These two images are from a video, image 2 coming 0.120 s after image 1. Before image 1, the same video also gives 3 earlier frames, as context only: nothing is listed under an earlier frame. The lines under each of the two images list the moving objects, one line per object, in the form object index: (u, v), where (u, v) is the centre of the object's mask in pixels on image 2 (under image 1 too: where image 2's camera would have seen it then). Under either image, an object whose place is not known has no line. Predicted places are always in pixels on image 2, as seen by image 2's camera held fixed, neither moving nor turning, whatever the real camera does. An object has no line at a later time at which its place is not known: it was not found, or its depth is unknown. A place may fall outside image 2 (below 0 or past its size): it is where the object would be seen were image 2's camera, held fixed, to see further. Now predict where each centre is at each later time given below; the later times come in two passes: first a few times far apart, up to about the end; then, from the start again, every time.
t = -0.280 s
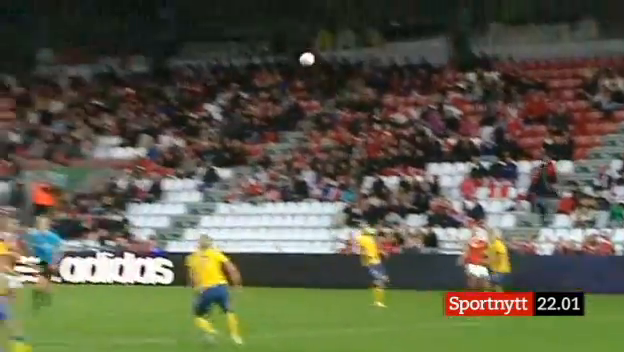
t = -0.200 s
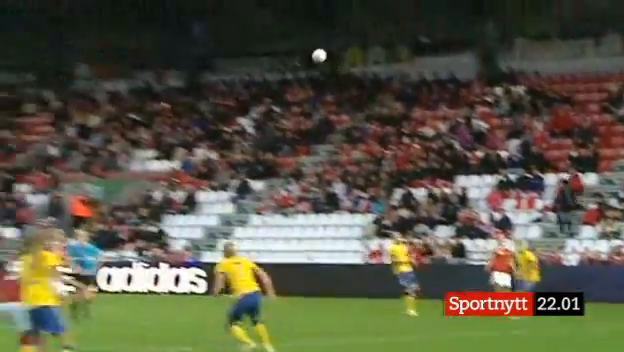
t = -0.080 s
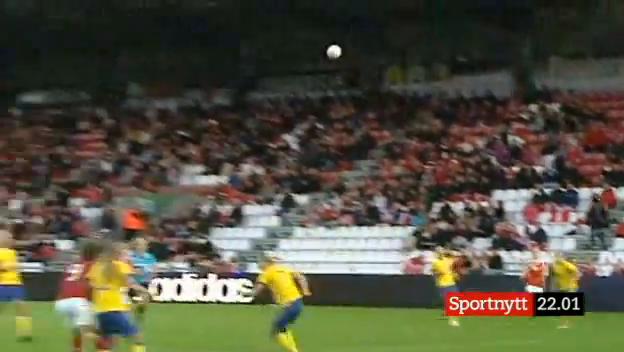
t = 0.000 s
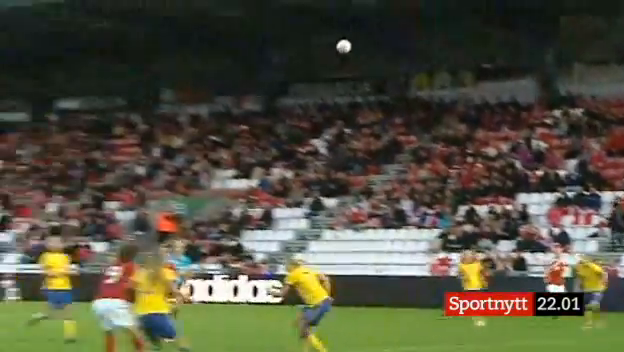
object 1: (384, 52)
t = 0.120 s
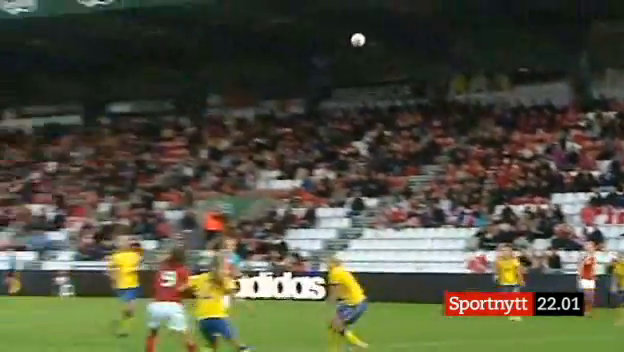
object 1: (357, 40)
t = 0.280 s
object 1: (322, 33)
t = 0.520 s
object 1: (265, 47)
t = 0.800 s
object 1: (196, 114)
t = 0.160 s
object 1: (349, 37)
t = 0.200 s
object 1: (339, 35)
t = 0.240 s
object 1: (330, 34)
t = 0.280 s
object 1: (322, 33)
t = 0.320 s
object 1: (313, 33)
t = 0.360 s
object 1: (304, 34)
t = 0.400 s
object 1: (295, 36)
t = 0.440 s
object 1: (285, 38)
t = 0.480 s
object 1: (275, 42)
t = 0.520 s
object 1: (265, 47)
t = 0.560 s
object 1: (256, 53)
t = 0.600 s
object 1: (246, 61)
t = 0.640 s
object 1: (236, 68)
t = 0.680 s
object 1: (227, 78)
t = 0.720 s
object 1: (216, 89)
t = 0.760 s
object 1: (208, 103)
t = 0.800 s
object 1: (196, 114)
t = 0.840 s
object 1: (187, 129)
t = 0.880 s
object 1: (176, 144)
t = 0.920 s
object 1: (164, 161)
